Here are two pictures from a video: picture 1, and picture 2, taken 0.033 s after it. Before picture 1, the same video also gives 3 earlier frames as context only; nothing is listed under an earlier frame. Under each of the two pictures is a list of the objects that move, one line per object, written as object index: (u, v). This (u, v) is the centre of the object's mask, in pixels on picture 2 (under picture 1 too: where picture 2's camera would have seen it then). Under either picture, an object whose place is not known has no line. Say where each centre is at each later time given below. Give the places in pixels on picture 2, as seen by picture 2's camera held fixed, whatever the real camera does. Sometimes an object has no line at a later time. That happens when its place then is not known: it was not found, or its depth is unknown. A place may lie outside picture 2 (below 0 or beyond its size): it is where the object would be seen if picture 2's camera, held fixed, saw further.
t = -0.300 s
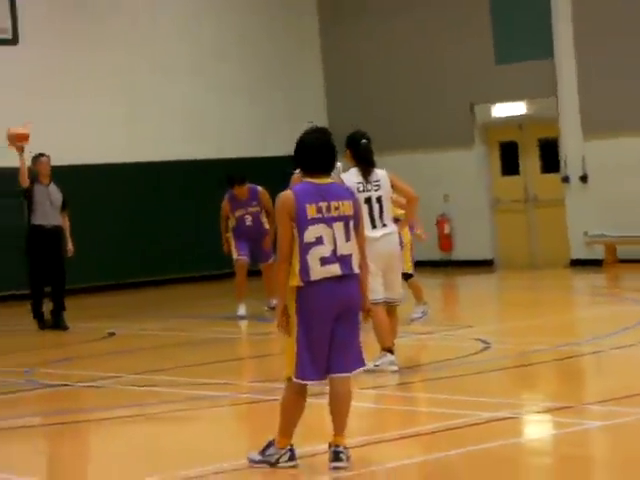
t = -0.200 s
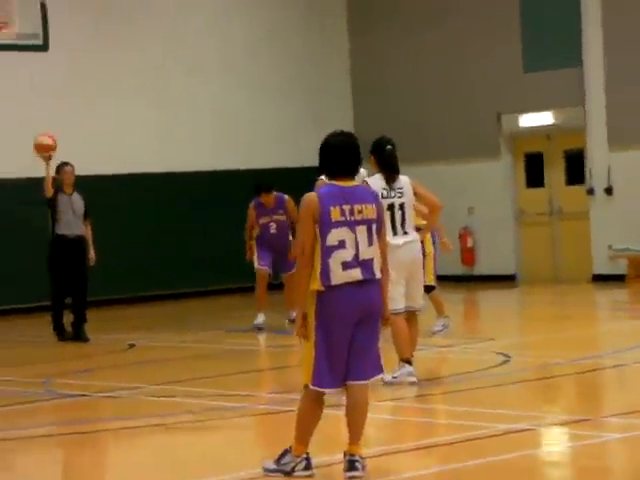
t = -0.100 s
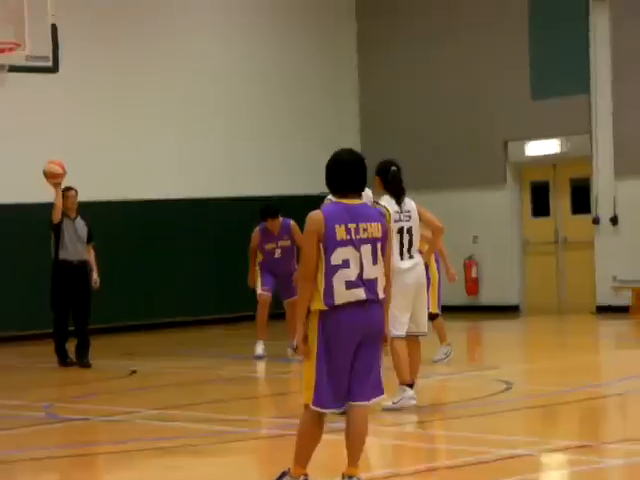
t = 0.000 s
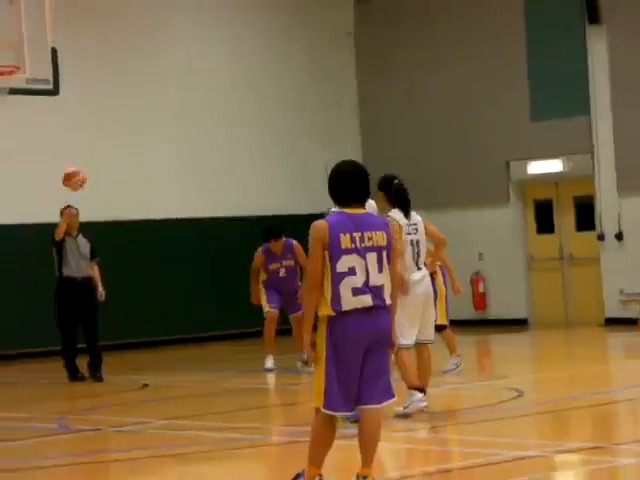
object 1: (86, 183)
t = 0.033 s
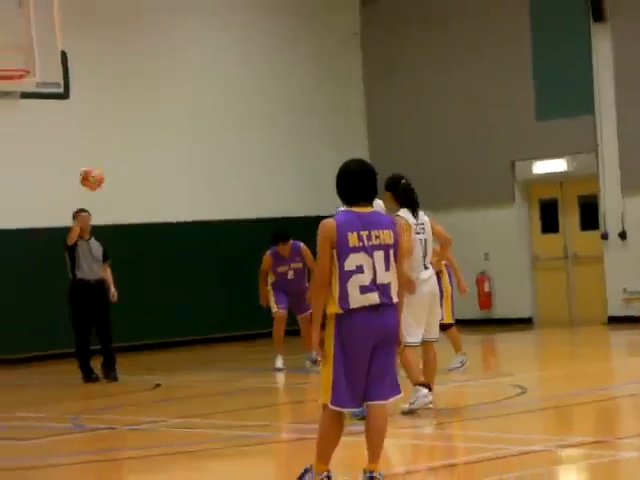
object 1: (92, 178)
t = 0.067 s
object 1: (100, 175)
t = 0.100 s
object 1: (109, 172)
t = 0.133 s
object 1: (118, 172)
